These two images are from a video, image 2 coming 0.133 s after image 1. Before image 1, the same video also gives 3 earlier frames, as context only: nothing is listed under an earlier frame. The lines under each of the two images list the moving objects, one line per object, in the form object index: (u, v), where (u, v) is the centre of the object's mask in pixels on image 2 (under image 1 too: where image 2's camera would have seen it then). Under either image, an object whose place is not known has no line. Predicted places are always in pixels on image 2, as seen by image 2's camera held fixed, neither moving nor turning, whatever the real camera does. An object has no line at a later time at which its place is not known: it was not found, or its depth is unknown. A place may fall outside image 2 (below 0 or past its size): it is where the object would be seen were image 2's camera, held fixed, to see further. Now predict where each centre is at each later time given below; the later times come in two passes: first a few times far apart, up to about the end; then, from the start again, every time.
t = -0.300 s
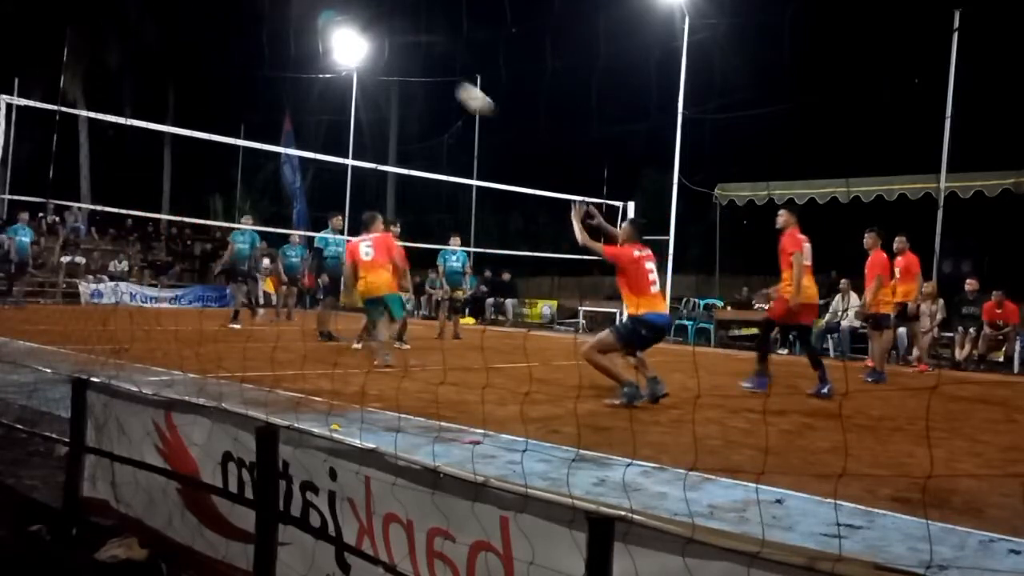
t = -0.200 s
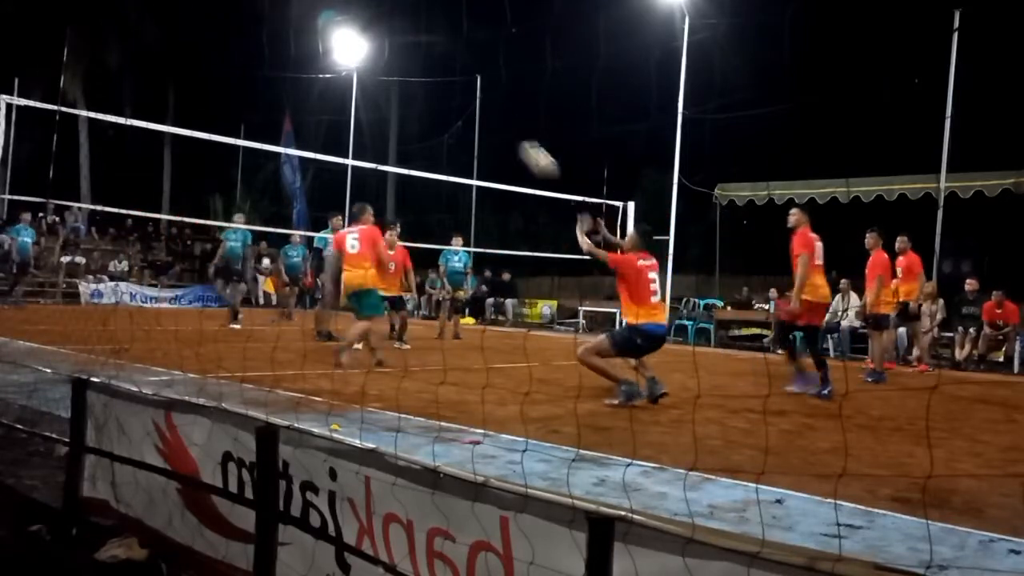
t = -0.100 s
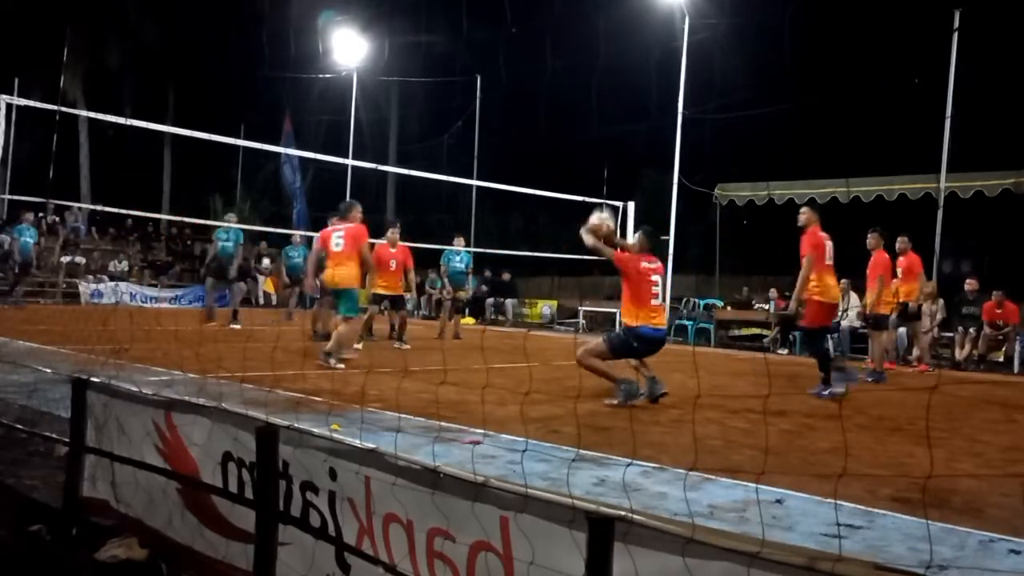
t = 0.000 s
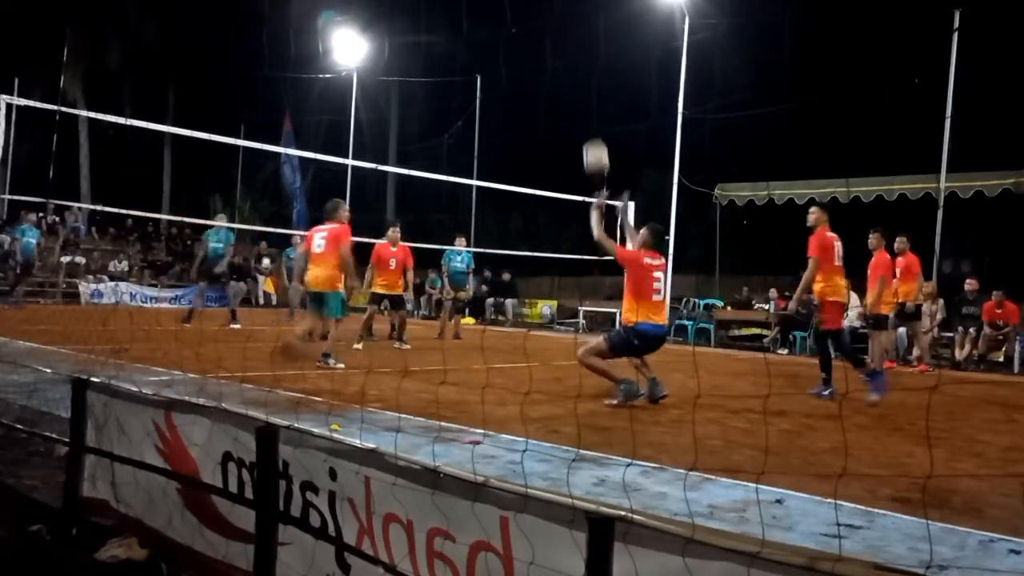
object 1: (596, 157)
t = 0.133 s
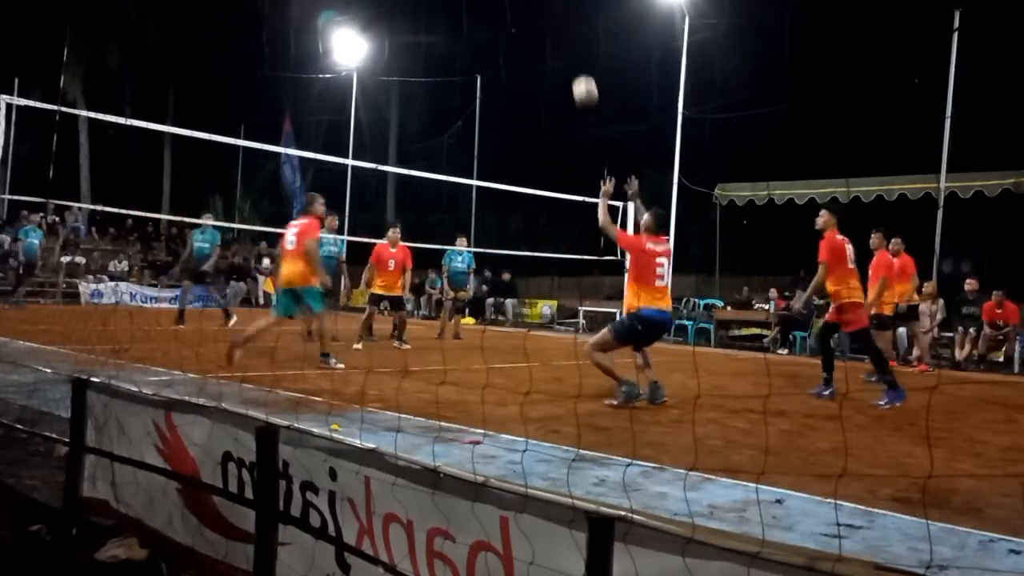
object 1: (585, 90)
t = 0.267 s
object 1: (574, 51)
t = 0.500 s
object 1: (556, 32)
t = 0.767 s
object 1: (536, 71)
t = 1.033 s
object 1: (516, 158)
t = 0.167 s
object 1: (582, 78)
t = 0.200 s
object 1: (579, 68)
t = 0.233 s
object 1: (576, 59)
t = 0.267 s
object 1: (574, 51)
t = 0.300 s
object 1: (571, 45)
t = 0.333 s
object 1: (569, 40)
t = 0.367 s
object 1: (566, 36)
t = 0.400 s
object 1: (564, 33)
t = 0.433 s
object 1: (561, 32)
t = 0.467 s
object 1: (558, 31)
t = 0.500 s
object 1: (556, 32)
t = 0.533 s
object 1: (553, 34)
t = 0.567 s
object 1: (550, 36)
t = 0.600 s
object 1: (548, 40)
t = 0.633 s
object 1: (546, 44)
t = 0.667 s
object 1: (543, 50)
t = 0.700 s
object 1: (541, 56)
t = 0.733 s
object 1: (539, 63)
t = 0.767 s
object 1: (536, 71)
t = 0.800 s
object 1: (533, 79)
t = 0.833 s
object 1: (531, 88)
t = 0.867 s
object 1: (529, 99)
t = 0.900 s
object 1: (526, 109)
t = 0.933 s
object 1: (523, 120)
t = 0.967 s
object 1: (521, 132)
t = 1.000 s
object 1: (519, 145)
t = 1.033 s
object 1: (516, 158)
